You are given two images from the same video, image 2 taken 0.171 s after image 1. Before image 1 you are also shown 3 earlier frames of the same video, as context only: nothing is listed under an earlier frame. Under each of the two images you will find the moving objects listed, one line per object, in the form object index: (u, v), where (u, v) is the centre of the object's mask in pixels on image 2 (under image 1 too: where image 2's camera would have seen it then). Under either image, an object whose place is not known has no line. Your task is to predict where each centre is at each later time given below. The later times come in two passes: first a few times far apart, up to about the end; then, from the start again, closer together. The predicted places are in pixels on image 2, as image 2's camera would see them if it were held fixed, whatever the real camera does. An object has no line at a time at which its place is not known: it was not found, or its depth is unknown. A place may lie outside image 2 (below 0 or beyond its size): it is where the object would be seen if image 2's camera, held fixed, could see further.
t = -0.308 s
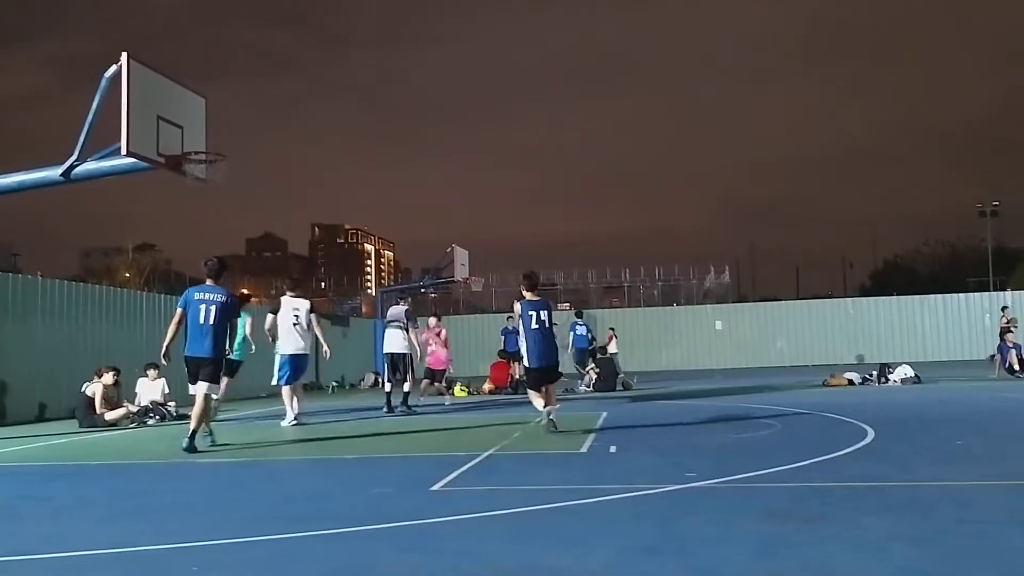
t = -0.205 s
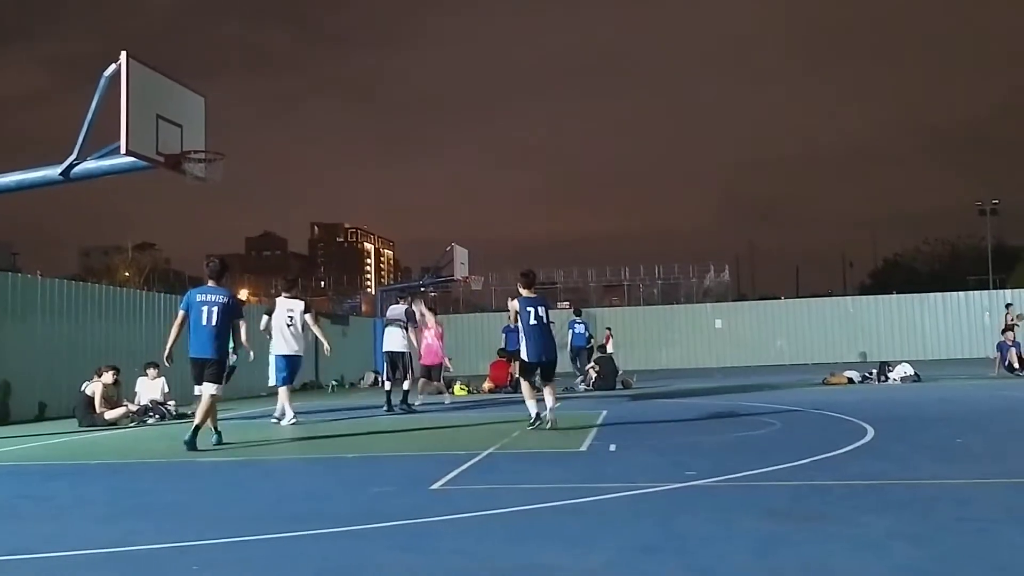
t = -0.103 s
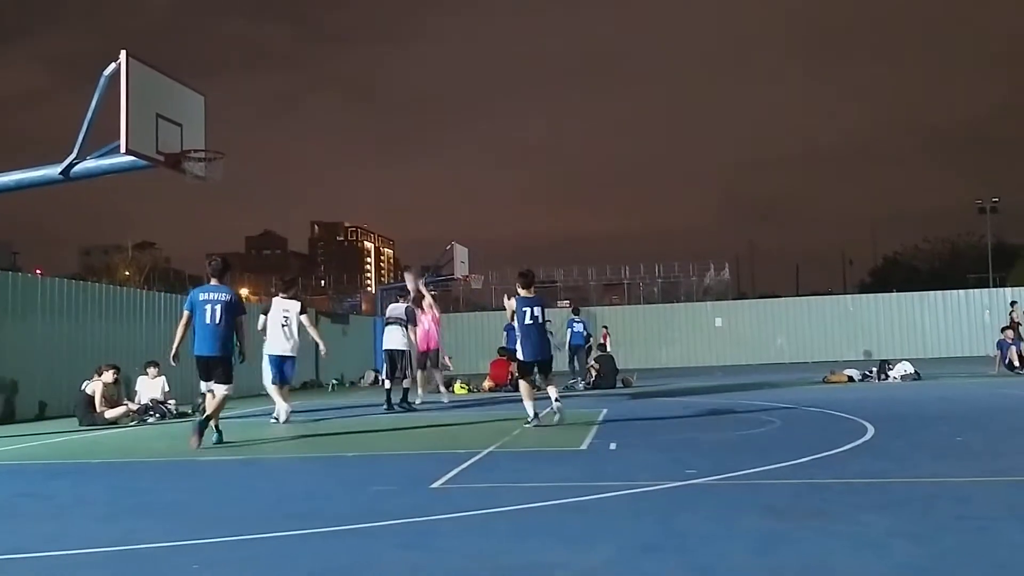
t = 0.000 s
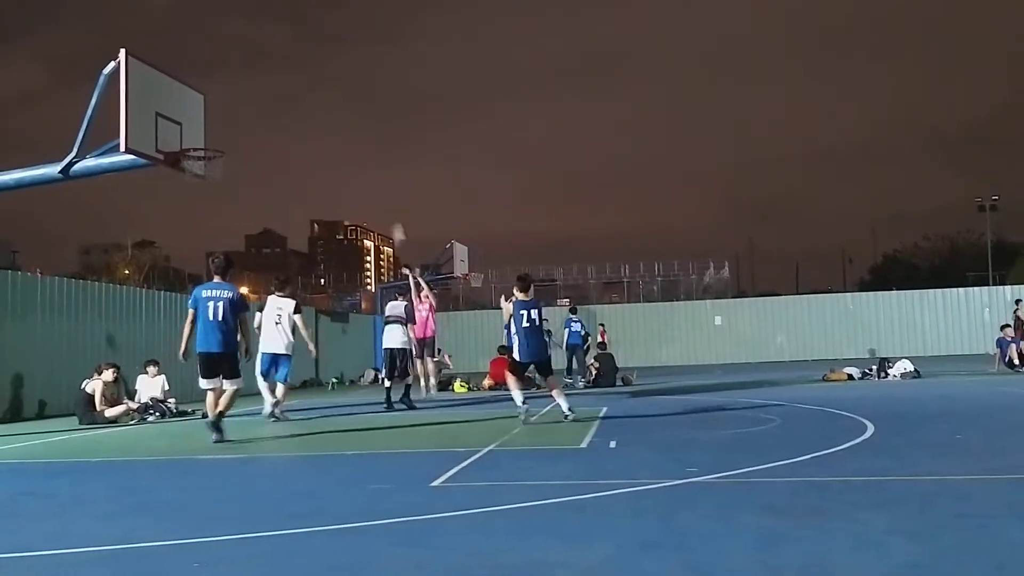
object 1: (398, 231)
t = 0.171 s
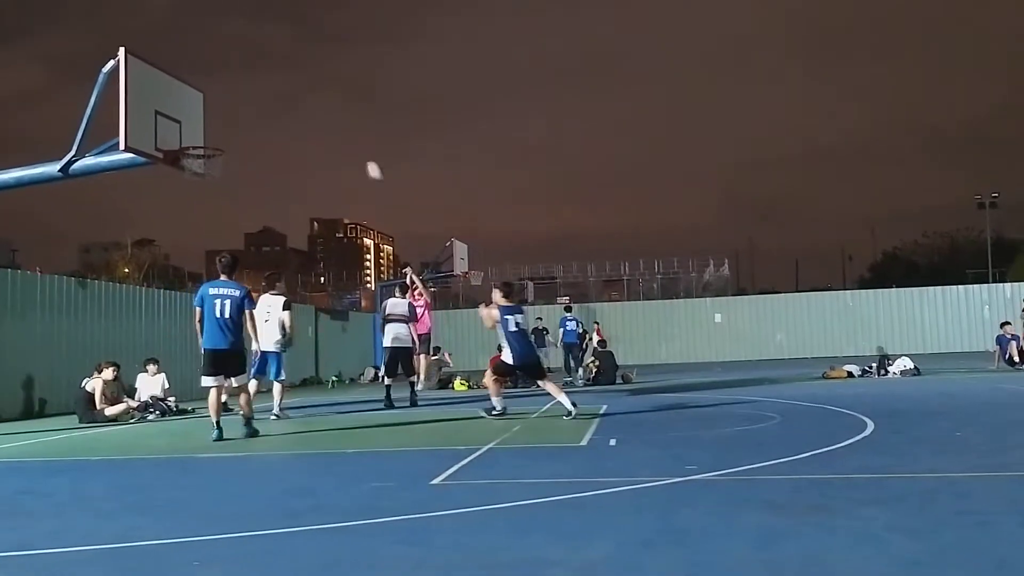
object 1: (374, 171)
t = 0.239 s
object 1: (364, 150)
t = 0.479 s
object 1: (324, 96)
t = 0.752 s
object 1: (274, 78)
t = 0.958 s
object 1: (233, 97)
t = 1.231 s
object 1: (185, 120)
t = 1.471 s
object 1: (233, 118)
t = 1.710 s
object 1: (284, 162)
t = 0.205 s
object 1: (368, 159)
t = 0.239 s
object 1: (364, 150)
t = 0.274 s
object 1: (357, 141)
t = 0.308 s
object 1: (351, 133)
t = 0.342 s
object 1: (345, 124)
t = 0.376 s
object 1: (340, 115)
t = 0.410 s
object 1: (336, 108)
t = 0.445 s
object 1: (330, 102)
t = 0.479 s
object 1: (324, 96)
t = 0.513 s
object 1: (318, 92)
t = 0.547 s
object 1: (313, 87)
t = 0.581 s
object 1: (307, 83)
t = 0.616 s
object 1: (301, 80)
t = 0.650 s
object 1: (295, 78)
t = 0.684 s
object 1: (288, 77)
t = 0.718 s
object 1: (281, 77)
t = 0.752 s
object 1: (274, 78)
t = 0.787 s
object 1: (268, 78)
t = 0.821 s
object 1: (261, 81)
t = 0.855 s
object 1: (254, 85)
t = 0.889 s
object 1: (246, 89)
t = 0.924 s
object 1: (240, 93)
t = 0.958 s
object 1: (233, 97)
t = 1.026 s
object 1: (219, 115)
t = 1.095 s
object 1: (201, 140)
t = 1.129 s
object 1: (197, 135)
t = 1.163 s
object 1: (194, 128)
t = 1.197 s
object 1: (191, 124)
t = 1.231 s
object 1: (185, 120)
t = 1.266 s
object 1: (189, 117)
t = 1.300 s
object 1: (195, 115)
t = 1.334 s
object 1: (206, 114)
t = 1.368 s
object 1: (214, 113)
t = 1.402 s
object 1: (219, 113)
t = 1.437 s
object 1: (227, 115)
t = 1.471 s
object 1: (233, 118)
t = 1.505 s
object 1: (241, 121)
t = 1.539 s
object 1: (250, 125)
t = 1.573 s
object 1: (256, 130)
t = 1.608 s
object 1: (263, 136)
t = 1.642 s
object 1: (269, 144)
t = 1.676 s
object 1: (277, 153)
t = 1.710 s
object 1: (284, 162)
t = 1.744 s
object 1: (291, 171)
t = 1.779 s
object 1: (297, 182)
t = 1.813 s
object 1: (303, 194)
